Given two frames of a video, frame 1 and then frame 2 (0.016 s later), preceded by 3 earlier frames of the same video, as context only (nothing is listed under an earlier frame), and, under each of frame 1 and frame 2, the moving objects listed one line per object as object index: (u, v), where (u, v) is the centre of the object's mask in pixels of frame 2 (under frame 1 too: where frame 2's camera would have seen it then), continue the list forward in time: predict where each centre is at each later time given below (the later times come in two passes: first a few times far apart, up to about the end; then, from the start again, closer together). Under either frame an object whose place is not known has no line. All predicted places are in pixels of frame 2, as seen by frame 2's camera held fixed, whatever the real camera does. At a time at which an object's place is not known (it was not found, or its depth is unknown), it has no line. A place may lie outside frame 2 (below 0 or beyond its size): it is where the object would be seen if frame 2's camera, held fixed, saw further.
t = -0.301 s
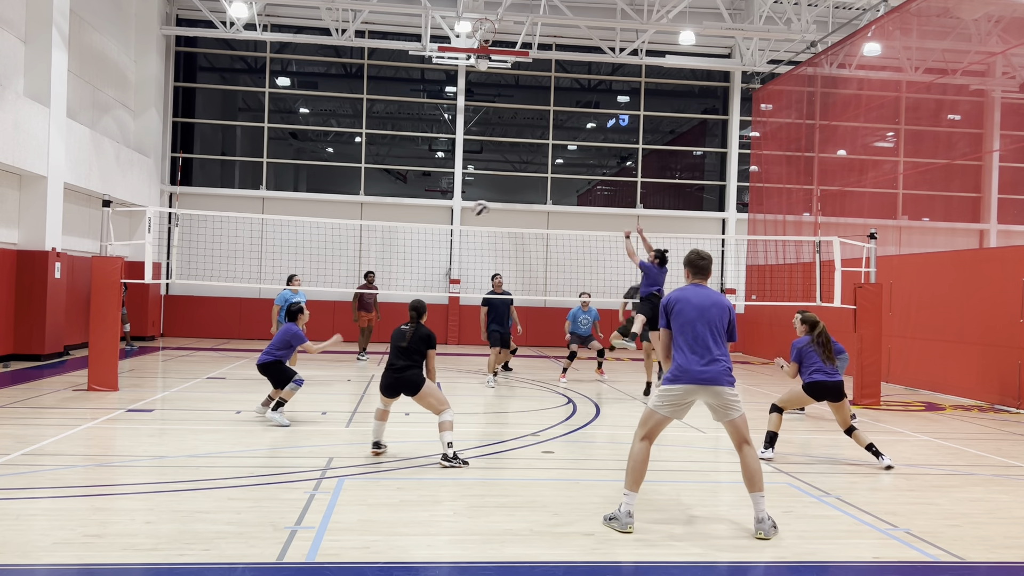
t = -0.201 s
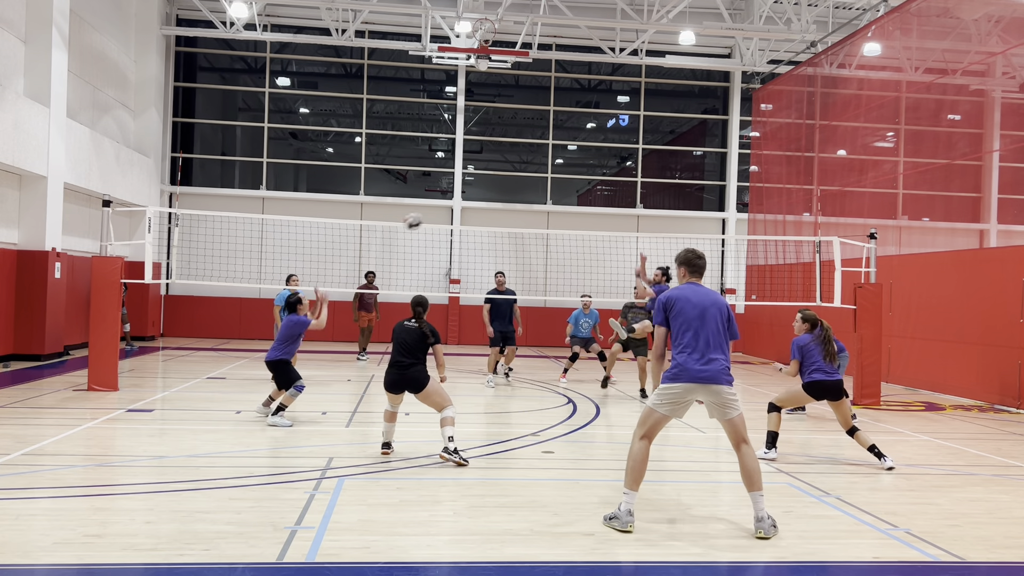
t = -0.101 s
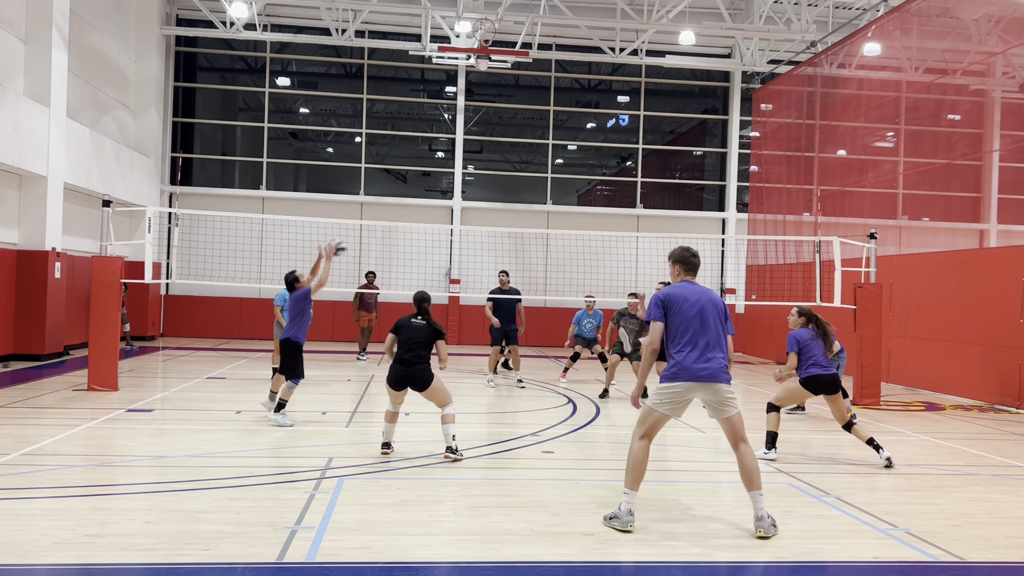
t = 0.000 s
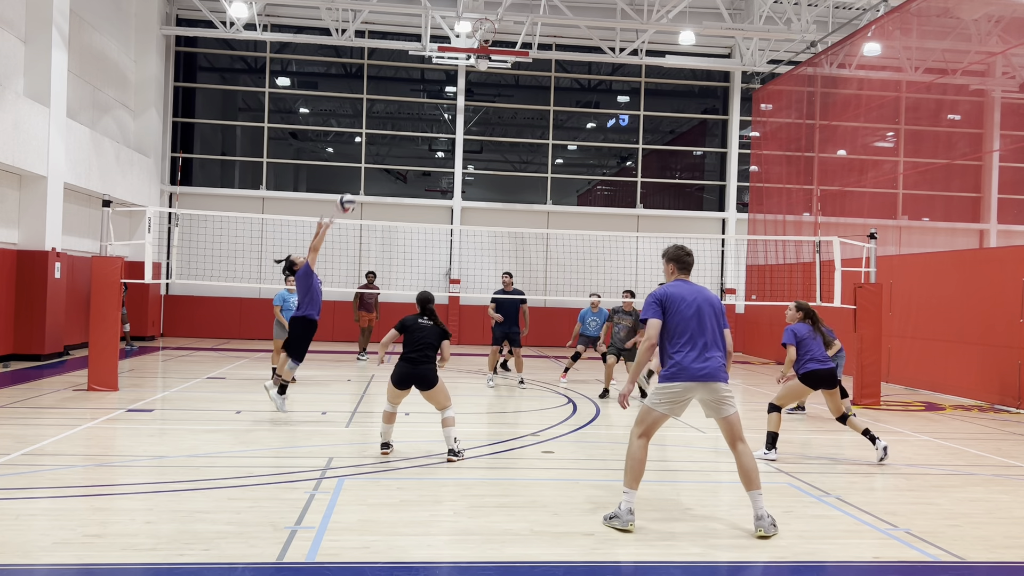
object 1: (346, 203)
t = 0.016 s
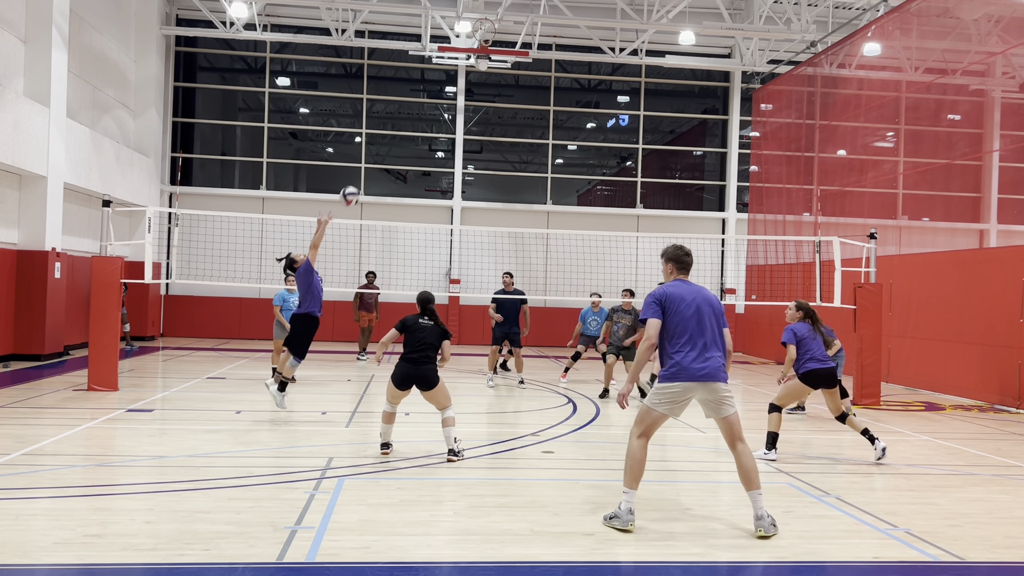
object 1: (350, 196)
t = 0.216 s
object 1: (391, 127)
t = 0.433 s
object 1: (435, 92)
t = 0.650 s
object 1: (478, 100)
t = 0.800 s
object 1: (506, 131)
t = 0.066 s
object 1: (360, 176)
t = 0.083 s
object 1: (363, 169)
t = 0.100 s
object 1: (367, 163)
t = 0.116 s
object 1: (370, 157)
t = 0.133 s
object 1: (374, 151)
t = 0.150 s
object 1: (377, 146)
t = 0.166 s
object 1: (380, 141)
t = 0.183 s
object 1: (384, 136)
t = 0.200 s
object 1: (387, 131)
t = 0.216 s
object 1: (391, 127)
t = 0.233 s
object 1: (394, 122)
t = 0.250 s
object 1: (398, 119)
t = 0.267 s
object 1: (401, 115)
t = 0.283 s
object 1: (404, 112)
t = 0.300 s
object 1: (408, 109)
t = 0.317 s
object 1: (411, 106)
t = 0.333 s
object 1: (415, 103)
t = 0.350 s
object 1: (418, 101)
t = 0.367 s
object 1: (421, 99)
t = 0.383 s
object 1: (425, 97)
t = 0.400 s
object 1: (428, 95)
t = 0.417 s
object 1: (431, 94)
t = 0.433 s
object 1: (435, 92)
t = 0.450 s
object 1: (438, 91)
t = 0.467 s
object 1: (441, 91)
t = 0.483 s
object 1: (444, 91)
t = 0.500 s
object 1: (447, 90)
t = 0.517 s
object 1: (451, 90)
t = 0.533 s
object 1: (454, 91)
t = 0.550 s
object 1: (458, 91)
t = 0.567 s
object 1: (461, 92)
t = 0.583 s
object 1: (465, 93)
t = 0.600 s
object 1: (467, 94)
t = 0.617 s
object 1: (471, 96)
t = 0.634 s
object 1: (474, 98)
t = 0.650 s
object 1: (478, 100)
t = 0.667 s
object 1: (481, 103)
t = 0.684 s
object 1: (484, 105)
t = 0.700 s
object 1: (487, 108)
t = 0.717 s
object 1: (490, 112)
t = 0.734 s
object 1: (494, 115)
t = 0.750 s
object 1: (497, 119)
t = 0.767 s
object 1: (500, 122)
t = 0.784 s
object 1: (503, 127)
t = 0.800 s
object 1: (506, 131)
